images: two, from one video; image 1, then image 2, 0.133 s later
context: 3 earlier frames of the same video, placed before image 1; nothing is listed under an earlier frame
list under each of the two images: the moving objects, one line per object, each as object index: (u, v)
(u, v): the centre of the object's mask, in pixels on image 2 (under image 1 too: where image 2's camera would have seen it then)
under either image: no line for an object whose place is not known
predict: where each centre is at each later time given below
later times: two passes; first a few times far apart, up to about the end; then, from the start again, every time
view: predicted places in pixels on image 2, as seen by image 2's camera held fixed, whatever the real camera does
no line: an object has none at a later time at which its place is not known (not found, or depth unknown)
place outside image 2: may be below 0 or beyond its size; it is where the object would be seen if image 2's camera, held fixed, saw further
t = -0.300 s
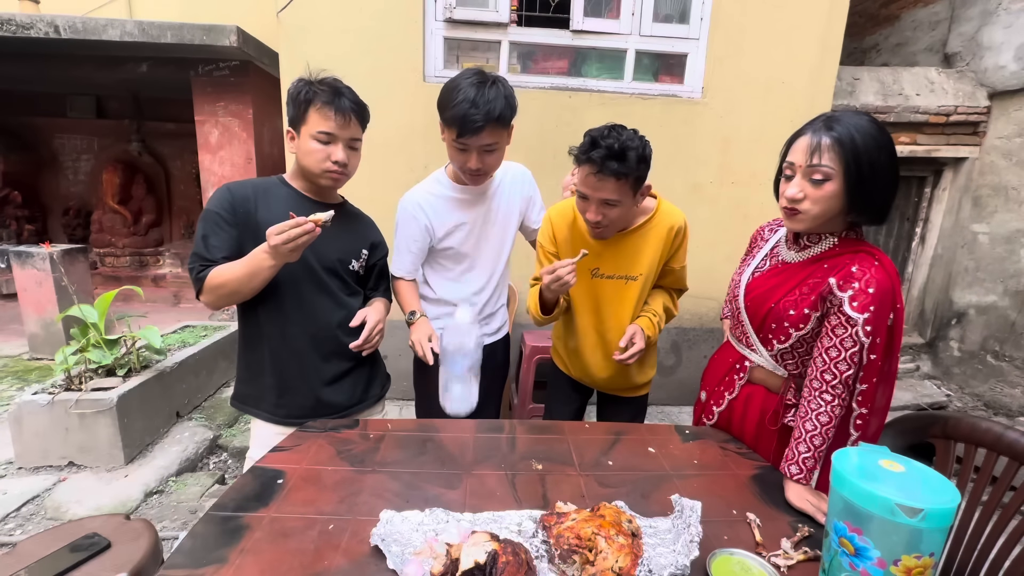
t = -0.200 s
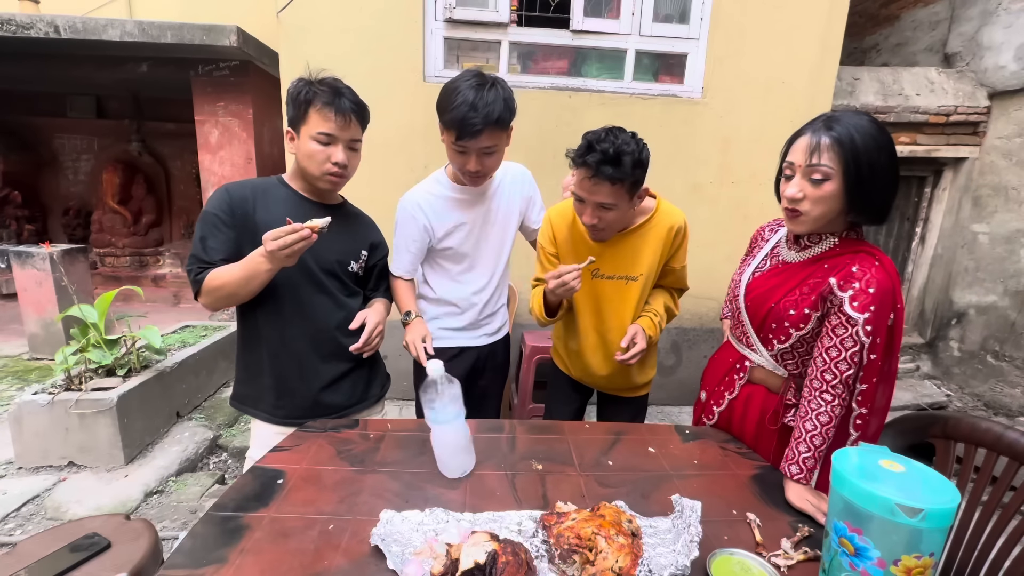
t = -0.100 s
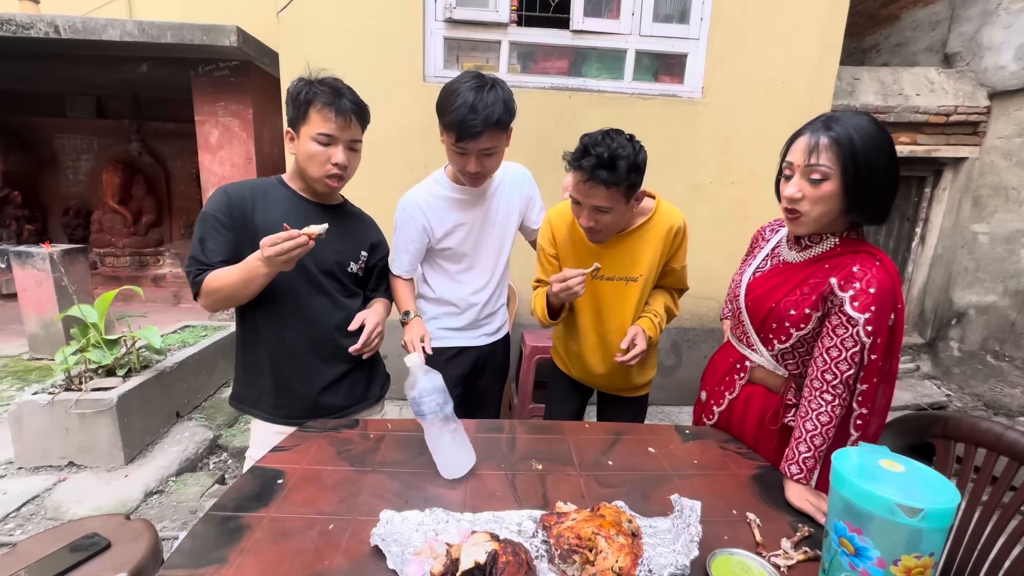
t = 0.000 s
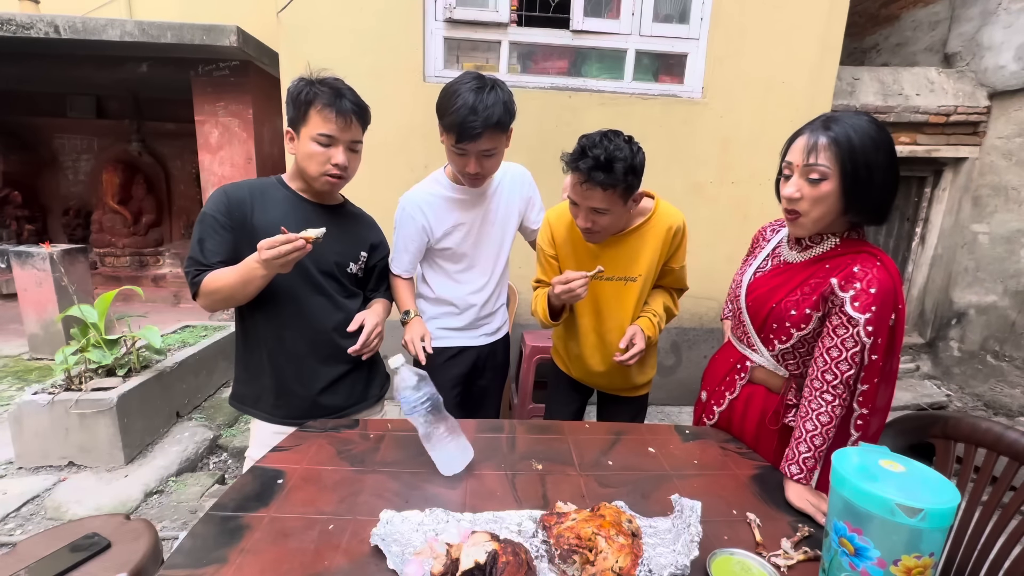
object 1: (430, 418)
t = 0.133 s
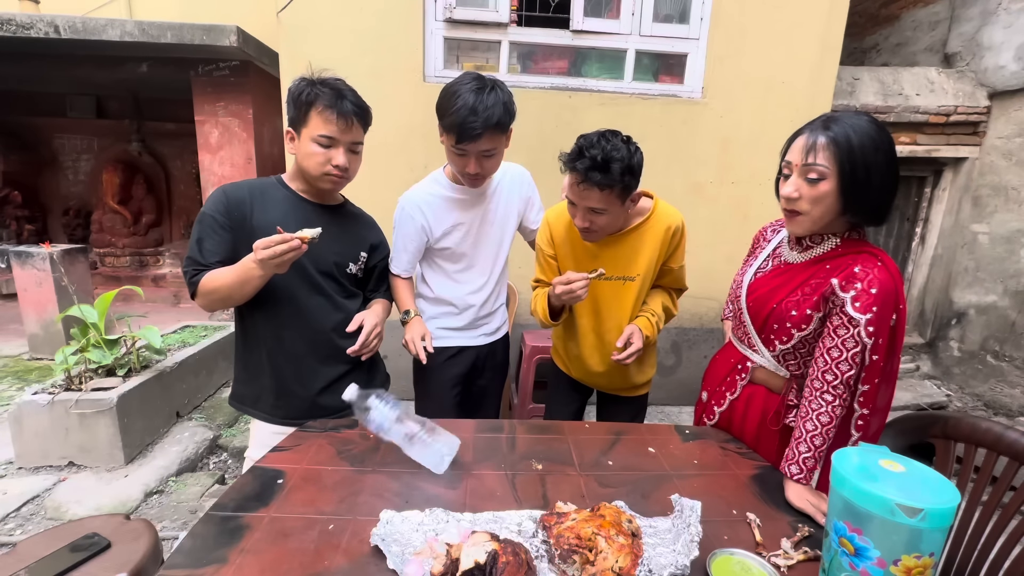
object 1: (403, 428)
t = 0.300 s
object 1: (393, 448)
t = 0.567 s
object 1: (386, 453)
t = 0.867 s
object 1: (382, 457)
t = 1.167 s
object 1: (378, 461)
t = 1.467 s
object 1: (378, 461)
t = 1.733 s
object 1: (379, 460)
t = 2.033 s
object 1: (378, 461)
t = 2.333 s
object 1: (378, 461)
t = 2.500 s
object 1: (378, 461)
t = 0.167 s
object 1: (397, 437)
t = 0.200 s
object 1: (395, 443)
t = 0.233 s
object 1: (395, 443)
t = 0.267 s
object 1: (394, 447)
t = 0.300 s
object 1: (393, 448)
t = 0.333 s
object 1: (392, 448)
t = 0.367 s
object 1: (392, 448)
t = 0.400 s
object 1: (392, 449)
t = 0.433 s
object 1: (390, 450)
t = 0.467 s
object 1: (388, 452)
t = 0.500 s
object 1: (387, 453)
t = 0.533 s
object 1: (386, 453)
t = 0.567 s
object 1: (386, 453)
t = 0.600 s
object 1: (386, 454)
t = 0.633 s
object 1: (385, 454)
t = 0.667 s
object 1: (384, 455)
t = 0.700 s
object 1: (383, 456)
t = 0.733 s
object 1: (382, 457)
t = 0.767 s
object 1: (382, 457)
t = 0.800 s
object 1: (382, 457)
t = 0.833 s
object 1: (382, 457)
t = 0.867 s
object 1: (382, 457)
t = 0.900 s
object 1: (381, 458)
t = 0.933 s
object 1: (381, 458)
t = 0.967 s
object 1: (380, 459)
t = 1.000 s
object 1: (380, 459)
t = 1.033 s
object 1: (380, 459)
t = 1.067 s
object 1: (380, 459)
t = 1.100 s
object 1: (379, 460)
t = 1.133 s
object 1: (379, 460)
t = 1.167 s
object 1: (378, 461)
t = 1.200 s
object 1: (377, 462)
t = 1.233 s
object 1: (377, 461)
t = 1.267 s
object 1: (378, 461)
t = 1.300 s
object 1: (377, 462)
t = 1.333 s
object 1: (377, 462)
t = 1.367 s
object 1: (377, 462)
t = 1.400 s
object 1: (377, 462)
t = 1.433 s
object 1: (377, 462)
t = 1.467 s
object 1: (378, 461)
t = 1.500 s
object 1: (378, 461)
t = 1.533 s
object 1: (378, 461)
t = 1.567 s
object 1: (378, 461)
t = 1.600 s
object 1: (378, 461)
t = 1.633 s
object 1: (378, 461)
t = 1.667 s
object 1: (379, 460)
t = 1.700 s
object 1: (379, 460)
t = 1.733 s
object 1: (379, 460)
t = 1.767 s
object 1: (378, 461)
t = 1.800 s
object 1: (378, 461)
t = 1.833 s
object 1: (378, 461)
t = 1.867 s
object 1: (378, 461)
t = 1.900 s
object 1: (378, 461)
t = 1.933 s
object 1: (377, 462)
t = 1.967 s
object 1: (377, 462)
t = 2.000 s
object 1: (377, 462)
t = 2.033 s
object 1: (378, 461)
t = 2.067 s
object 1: (378, 461)
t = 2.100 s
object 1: (378, 461)
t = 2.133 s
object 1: (378, 461)
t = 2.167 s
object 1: (378, 461)
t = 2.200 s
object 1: (378, 461)
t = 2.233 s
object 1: (378, 461)
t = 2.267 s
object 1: (379, 460)
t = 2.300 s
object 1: (378, 461)
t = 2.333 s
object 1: (378, 461)
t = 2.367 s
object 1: (378, 461)
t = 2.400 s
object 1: (378, 461)
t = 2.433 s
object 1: (378, 461)
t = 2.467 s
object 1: (378, 461)
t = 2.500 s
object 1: (378, 461)
